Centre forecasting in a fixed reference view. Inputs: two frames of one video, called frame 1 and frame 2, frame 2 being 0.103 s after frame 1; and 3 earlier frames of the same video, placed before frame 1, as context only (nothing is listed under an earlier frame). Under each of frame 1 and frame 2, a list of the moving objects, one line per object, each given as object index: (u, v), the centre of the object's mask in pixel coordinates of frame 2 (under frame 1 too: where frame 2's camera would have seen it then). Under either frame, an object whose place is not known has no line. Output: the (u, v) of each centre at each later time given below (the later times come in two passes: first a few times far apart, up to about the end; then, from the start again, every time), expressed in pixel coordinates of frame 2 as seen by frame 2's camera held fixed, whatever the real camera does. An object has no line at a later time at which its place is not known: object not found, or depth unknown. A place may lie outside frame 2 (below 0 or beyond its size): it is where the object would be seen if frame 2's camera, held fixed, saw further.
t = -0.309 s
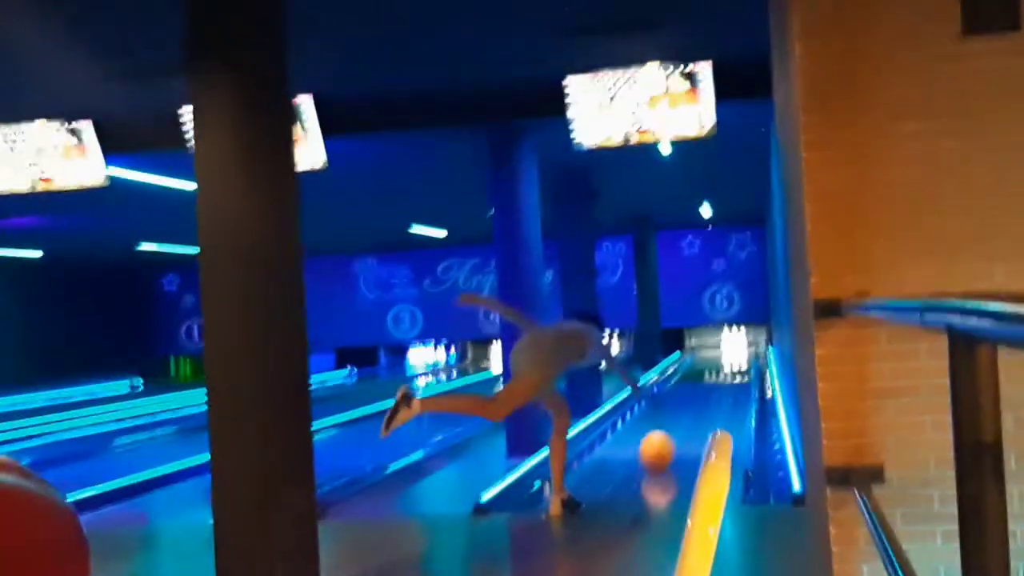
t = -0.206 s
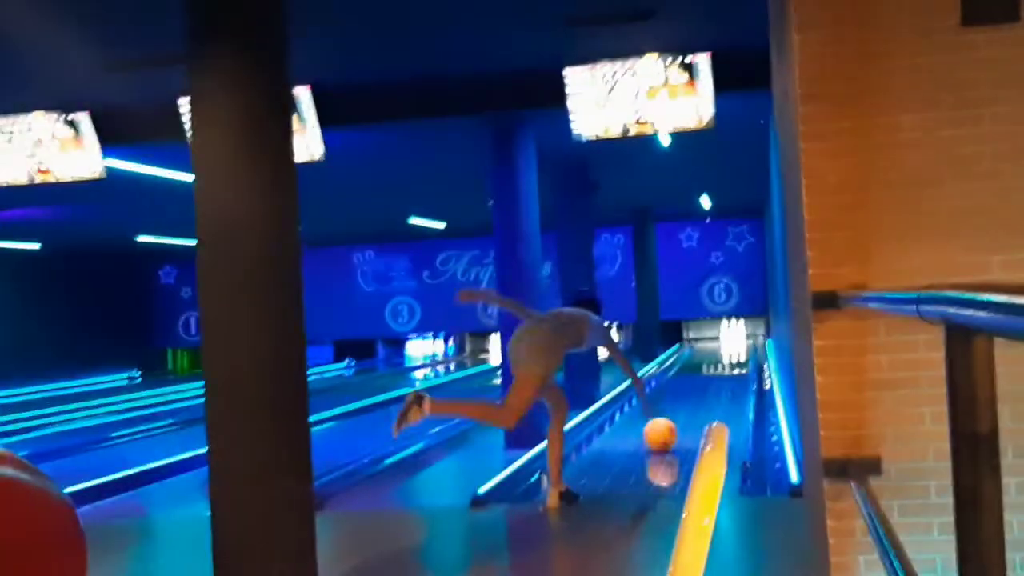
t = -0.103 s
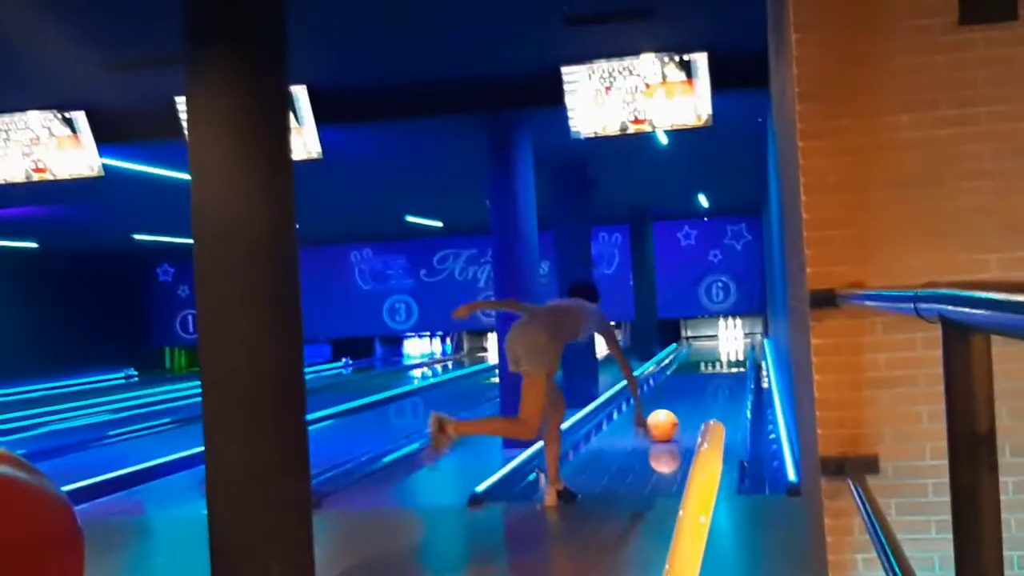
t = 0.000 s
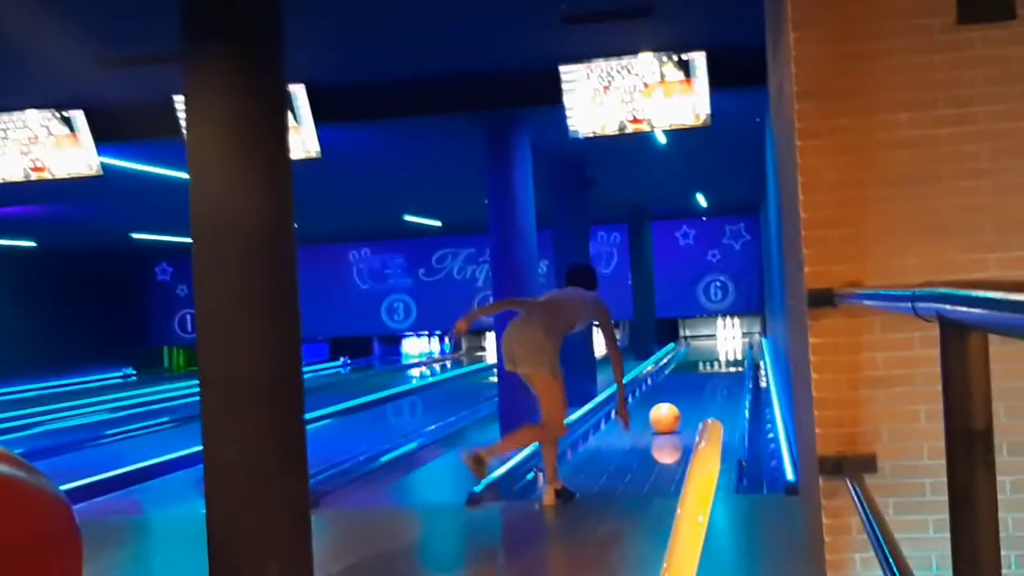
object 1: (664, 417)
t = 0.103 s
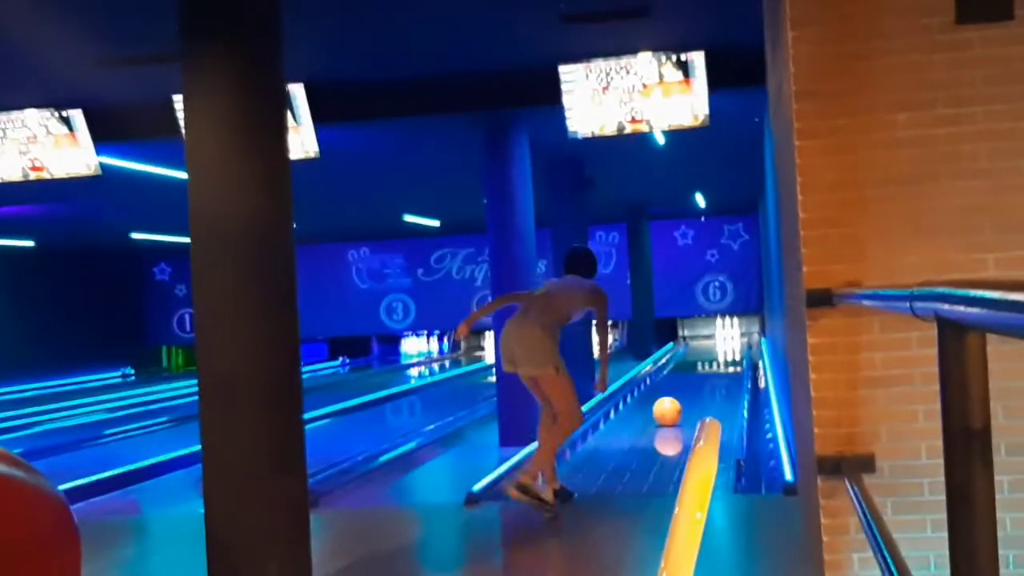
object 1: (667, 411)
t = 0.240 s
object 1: (671, 404)
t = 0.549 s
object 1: (679, 391)
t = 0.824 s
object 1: (684, 381)
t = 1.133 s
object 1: (688, 374)
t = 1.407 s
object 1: (691, 368)
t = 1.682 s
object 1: (693, 364)
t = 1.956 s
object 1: (695, 360)
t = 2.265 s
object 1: (697, 356)
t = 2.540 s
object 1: (698, 353)
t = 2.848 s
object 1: (700, 350)
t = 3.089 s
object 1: (701, 347)
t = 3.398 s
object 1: (703, 344)
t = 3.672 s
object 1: (704, 342)
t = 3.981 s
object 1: (705, 339)
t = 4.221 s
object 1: (707, 338)
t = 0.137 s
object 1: (668, 409)
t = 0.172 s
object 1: (669, 408)
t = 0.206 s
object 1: (670, 406)
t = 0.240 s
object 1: (671, 404)
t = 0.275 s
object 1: (672, 402)
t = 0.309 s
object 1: (673, 401)
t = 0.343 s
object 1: (674, 399)
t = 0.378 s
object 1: (675, 398)
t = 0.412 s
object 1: (676, 396)
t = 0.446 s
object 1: (677, 394)
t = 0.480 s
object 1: (678, 393)
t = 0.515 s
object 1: (678, 392)
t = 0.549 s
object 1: (679, 391)
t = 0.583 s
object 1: (680, 389)
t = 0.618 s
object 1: (680, 388)
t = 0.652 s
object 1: (681, 387)
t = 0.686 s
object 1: (681, 386)
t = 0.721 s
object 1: (682, 384)
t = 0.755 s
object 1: (682, 383)
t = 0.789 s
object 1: (683, 382)
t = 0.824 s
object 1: (684, 381)
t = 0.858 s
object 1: (684, 380)
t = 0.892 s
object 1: (685, 379)
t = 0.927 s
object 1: (685, 378)
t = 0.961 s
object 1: (686, 377)
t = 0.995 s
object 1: (686, 377)
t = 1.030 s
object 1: (687, 376)
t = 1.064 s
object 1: (687, 375)
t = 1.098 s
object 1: (687, 374)
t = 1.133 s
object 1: (688, 374)
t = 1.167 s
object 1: (688, 373)
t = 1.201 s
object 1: (689, 373)
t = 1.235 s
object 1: (689, 372)
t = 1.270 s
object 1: (689, 372)
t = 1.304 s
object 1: (690, 371)
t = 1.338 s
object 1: (690, 369)
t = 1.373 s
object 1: (690, 369)
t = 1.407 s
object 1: (691, 368)
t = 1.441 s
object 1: (691, 367)
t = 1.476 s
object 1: (691, 367)
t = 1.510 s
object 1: (691, 366)
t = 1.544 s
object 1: (692, 366)
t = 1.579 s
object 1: (692, 365)
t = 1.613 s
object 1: (692, 365)
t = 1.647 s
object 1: (692, 364)
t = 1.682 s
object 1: (693, 364)
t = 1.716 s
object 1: (693, 363)
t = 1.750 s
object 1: (693, 363)
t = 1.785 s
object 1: (694, 362)
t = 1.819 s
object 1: (693, 362)
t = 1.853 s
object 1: (695, 362)
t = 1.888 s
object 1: (695, 361)
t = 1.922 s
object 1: (695, 360)
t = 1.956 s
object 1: (695, 360)
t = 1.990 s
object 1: (695, 360)
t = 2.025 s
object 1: (696, 359)
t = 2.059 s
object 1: (696, 358)
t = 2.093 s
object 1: (696, 358)
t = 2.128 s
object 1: (696, 358)
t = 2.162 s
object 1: (696, 358)
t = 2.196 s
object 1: (697, 357)
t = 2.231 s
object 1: (697, 356)
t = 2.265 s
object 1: (697, 356)
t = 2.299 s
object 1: (697, 355)
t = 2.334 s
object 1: (698, 355)
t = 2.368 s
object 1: (698, 355)
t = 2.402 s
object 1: (698, 354)
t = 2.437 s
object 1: (698, 354)
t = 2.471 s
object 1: (698, 354)
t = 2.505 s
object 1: (699, 353)
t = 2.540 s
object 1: (698, 353)
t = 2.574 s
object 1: (699, 352)
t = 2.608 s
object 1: (699, 352)
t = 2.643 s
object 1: (699, 352)
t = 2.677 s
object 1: (699, 351)
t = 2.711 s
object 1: (700, 351)
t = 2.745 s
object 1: (700, 350)
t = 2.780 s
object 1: (700, 350)
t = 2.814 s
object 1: (700, 350)
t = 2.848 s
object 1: (700, 350)
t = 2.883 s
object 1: (701, 350)
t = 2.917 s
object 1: (700, 349)
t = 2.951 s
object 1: (701, 349)
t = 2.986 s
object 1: (701, 348)
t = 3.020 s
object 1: (702, 348)
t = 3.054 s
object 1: (701, 348)
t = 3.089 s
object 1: (701, 347)
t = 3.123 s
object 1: (702, 347)
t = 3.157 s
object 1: (702, 347)
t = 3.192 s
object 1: (702, 346)
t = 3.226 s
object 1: (703, 346)
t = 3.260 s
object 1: (703, 345)
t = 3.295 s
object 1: (703, 346)
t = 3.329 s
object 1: (703, 345)
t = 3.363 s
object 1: (703, 344)
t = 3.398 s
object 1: (703, 344)
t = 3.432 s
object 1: (703, 344)
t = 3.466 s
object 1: (703, 344)
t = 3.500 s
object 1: (703, 344)
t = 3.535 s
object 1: (703, 344)
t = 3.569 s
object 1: (704, 343)
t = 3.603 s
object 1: (704, 342)
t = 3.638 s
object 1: (704, 342)
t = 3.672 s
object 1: (704, 342)
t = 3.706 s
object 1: (705, 341)
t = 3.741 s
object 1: (704, 341)
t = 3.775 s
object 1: (705, 341)
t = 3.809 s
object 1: (705, 340)
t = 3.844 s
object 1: (705, 340)
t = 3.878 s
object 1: (705, 340)
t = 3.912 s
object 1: (705, 340)
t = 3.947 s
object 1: (705, 340)
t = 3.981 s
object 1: (705, 339)
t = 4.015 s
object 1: (706, 339)
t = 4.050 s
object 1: (706, 338)
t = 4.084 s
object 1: (706, 338)
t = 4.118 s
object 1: (706, 338)
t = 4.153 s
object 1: (706, 338)
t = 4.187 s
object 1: (706, 338)
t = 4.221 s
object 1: (707, 338)
